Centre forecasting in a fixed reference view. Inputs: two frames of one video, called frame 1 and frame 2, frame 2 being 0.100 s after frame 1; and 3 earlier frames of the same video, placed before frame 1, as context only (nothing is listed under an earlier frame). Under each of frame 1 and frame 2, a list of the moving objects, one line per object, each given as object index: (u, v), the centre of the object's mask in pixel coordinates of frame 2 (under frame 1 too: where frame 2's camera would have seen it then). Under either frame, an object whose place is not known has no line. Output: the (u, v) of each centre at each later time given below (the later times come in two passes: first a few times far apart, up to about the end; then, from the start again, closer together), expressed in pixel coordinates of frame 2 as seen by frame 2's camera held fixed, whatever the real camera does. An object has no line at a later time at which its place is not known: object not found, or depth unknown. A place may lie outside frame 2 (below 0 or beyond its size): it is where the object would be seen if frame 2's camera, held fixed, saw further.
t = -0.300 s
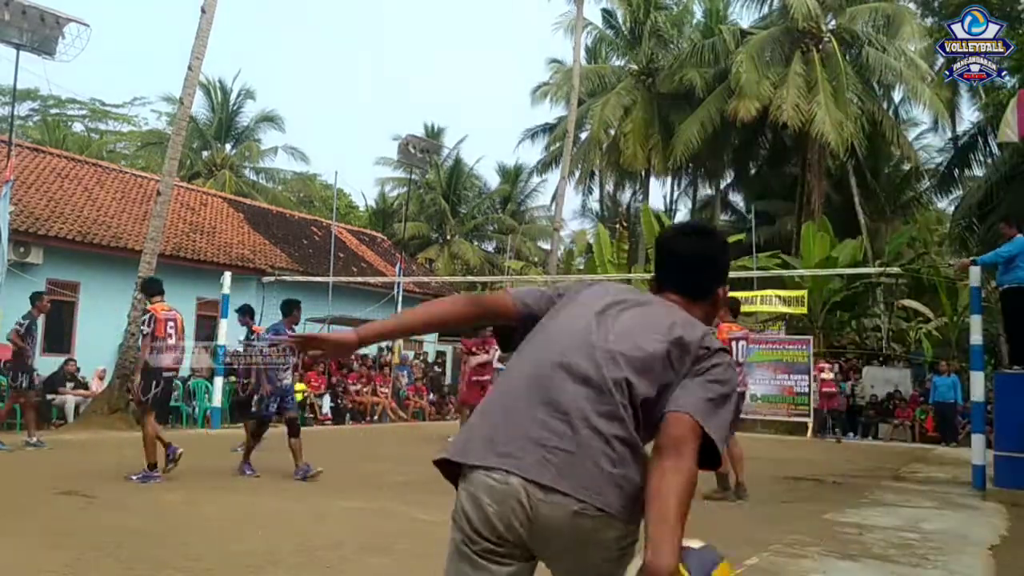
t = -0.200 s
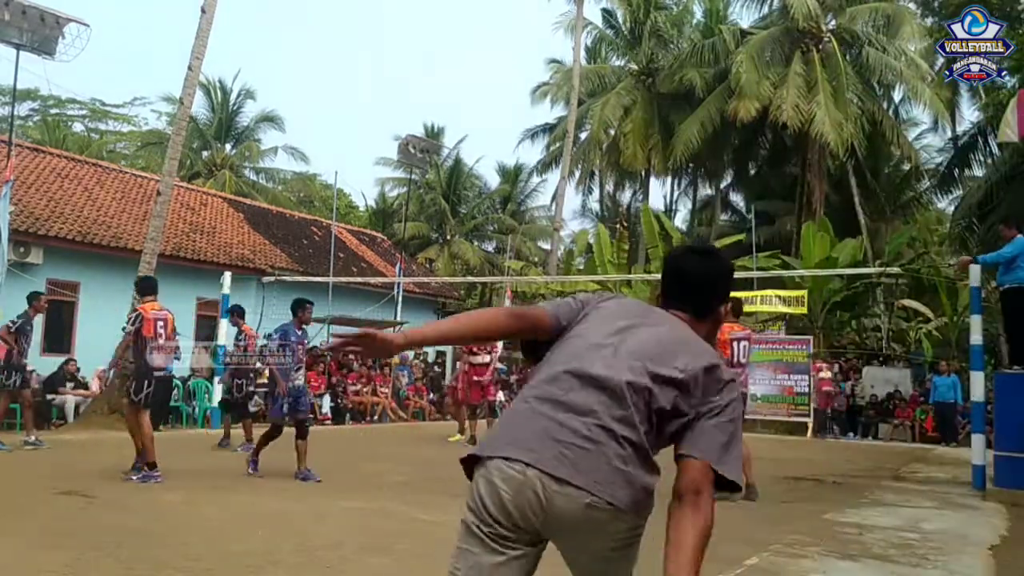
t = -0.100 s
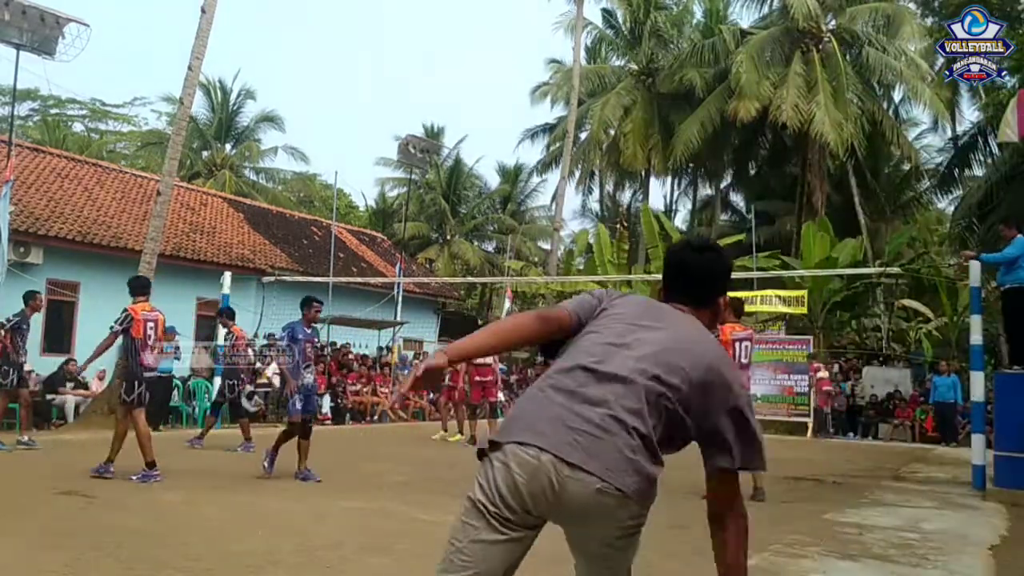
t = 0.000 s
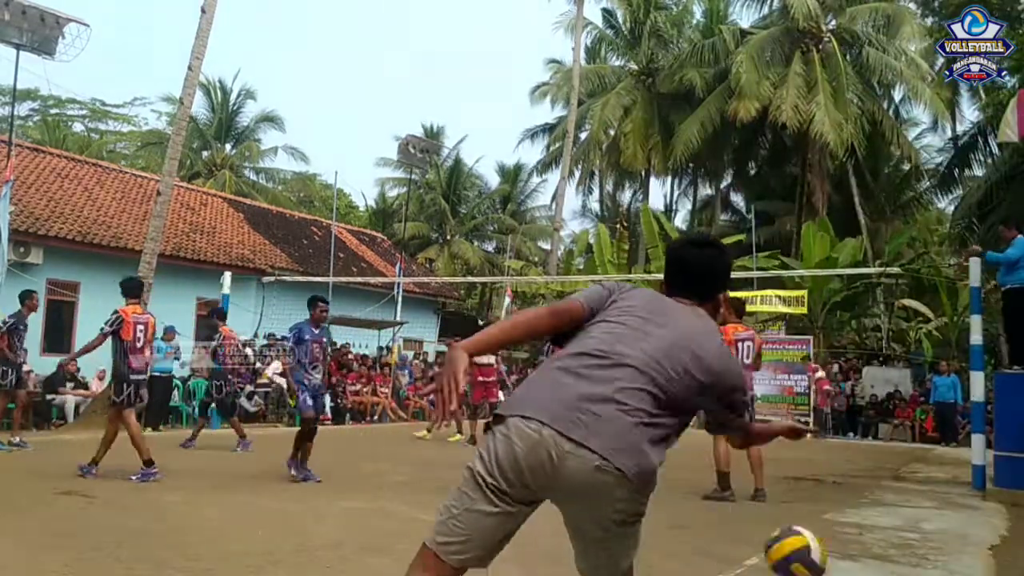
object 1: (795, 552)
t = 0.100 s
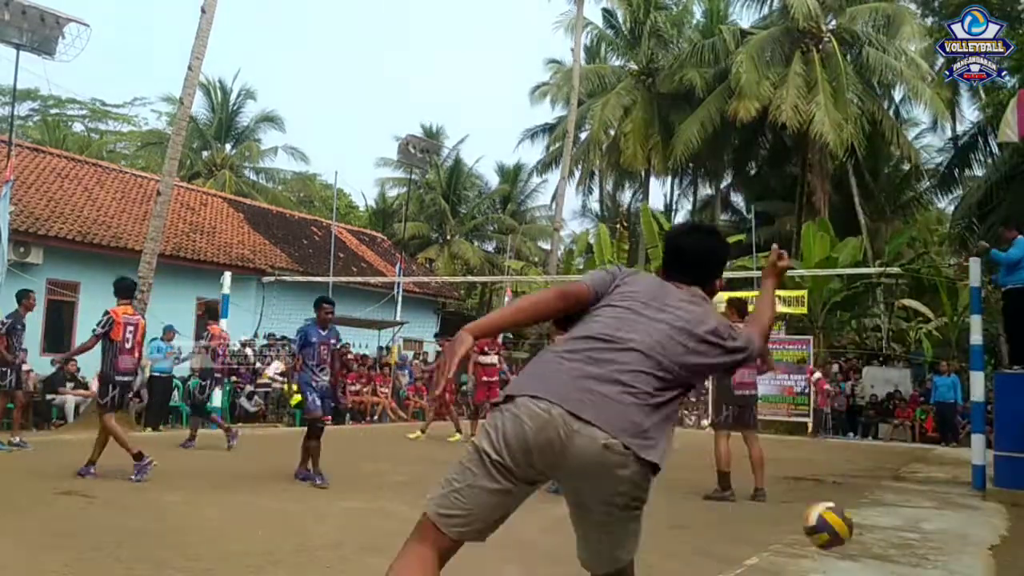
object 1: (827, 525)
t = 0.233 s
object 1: (855, 528)
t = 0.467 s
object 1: (881, 464)
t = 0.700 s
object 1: (894, 451)
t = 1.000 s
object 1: (910, 461)
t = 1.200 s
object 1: (920, 439)
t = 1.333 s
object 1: (926, 444)
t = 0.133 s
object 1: (835, 522)
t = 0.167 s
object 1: (843, 524)
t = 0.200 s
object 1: (849, 524)
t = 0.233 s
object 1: (855, 528)
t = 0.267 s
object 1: (861, 535)
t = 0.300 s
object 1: (864, 539)
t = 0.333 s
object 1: (867, 519)
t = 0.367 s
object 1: (872, 502)
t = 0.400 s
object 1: (874, 487)
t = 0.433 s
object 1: (876, 476)
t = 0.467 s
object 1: (881, 464)
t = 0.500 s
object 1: (882, 459)
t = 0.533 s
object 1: (884, 455)
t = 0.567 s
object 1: (887, 449)
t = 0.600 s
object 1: (889, 448)
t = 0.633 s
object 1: (890, 448)
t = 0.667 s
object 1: (894, 448)
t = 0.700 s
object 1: (894, 451)
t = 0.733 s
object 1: (896, 456)
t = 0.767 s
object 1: (898, 459)
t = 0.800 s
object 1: (899, 465)
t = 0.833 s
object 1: (900, 472)
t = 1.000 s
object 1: (910, 461)
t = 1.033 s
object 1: (911, 453)
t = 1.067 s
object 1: (912, 448)
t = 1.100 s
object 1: (915, 441)
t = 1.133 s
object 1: (917, 441)
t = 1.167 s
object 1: (918, 439)
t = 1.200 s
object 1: (920, 439)
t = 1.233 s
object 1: (922, 439)
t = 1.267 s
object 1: (923, 440)
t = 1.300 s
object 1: (924, 441)
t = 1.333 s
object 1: (926, 444)
